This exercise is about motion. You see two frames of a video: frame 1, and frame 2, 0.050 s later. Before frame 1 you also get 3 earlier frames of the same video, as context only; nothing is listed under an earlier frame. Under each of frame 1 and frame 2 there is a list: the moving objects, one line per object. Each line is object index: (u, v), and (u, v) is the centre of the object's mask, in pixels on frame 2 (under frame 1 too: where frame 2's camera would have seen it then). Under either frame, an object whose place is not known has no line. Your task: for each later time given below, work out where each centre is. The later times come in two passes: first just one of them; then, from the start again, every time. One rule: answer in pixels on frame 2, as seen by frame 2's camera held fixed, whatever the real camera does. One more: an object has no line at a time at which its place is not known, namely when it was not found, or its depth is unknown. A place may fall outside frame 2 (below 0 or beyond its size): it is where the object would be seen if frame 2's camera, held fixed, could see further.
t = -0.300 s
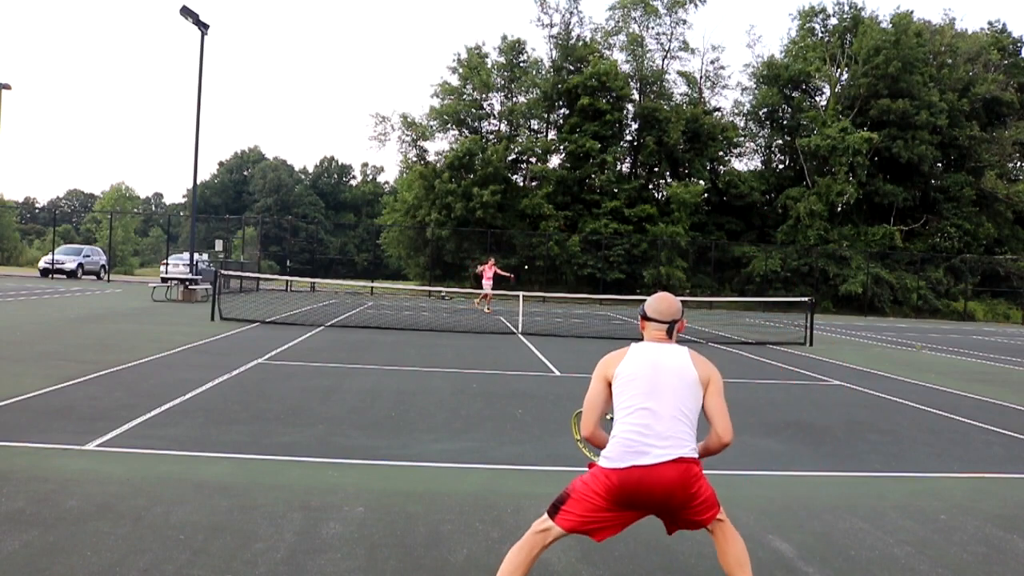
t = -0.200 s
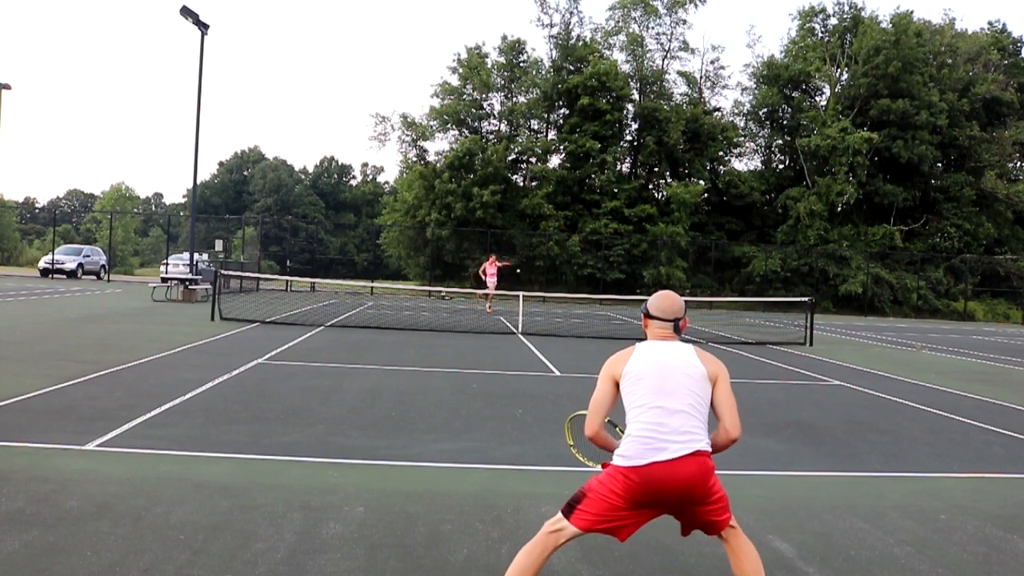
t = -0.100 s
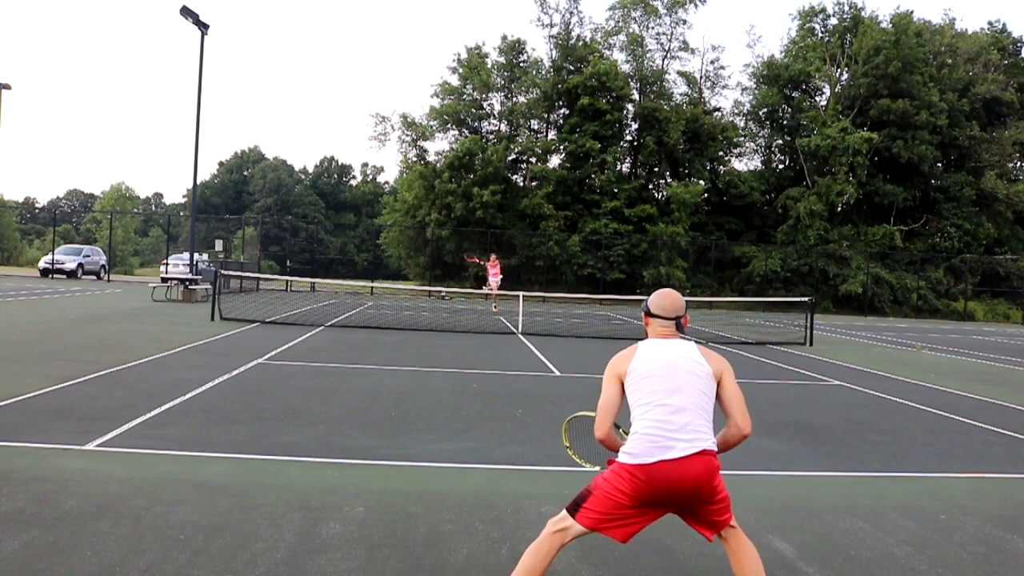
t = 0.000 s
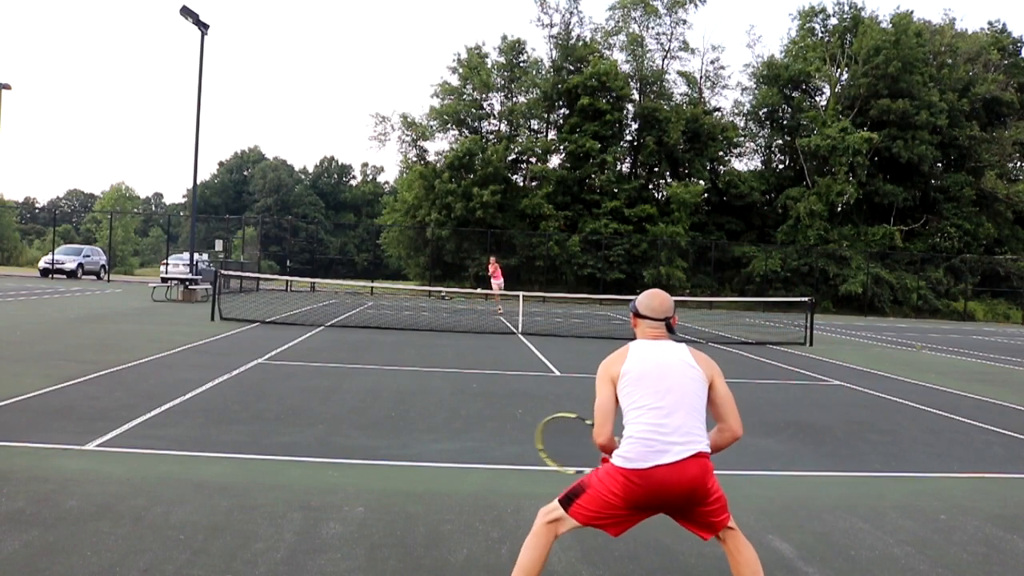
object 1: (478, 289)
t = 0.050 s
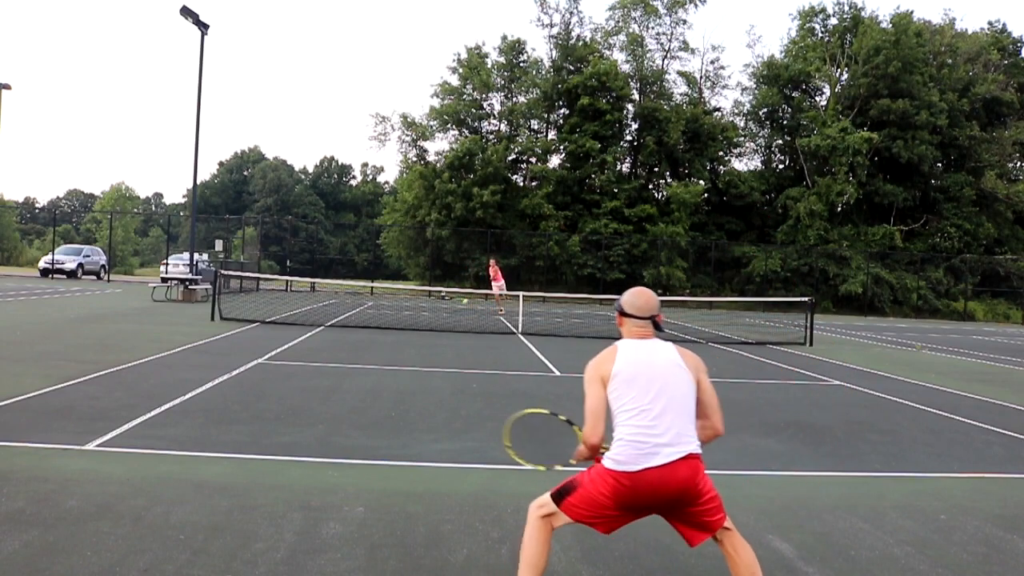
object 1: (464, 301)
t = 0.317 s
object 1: (355, 351)
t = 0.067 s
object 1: (460, 305)
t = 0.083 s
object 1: (454, 310)
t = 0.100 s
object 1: (449, 315)
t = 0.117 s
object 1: (443, 322)
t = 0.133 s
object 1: (437, 328)
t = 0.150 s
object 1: (430, 335)
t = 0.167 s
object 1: (423, 343)
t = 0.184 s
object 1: (416, 352)
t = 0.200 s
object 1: (407, 362)
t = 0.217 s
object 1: (399, 370)
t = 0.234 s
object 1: (392, 367)
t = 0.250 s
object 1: (386, 363)
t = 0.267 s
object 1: (378, 360)
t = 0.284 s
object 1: (371, 357)
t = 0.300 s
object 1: (364, 353)
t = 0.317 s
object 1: (355, 351)
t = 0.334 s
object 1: (346, 348)
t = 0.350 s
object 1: (336, 345)
